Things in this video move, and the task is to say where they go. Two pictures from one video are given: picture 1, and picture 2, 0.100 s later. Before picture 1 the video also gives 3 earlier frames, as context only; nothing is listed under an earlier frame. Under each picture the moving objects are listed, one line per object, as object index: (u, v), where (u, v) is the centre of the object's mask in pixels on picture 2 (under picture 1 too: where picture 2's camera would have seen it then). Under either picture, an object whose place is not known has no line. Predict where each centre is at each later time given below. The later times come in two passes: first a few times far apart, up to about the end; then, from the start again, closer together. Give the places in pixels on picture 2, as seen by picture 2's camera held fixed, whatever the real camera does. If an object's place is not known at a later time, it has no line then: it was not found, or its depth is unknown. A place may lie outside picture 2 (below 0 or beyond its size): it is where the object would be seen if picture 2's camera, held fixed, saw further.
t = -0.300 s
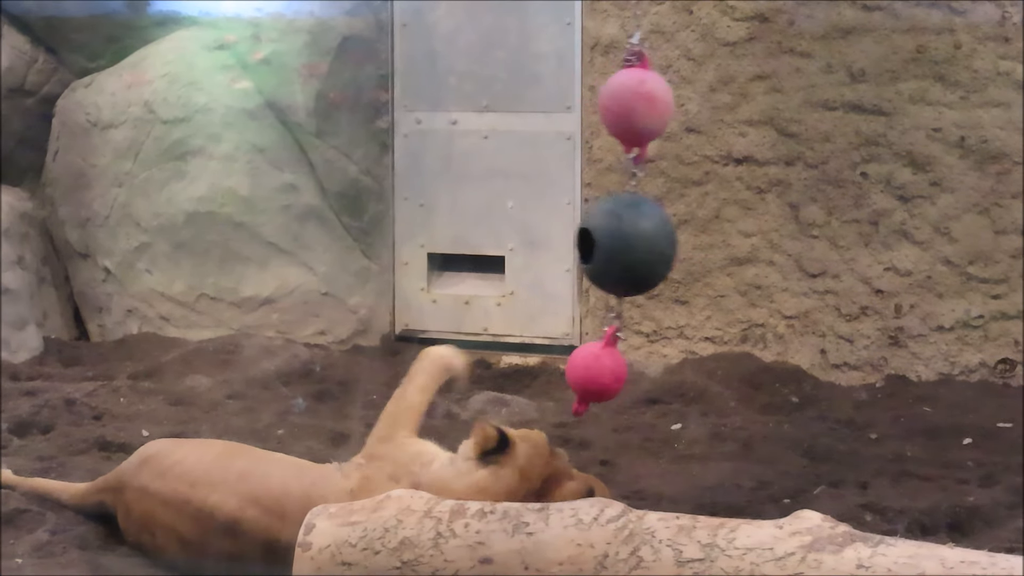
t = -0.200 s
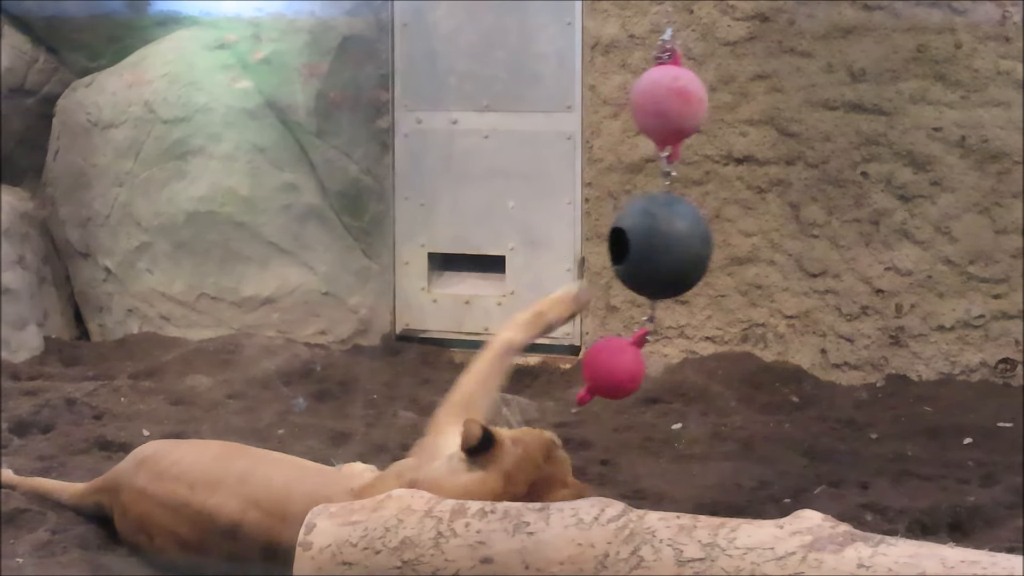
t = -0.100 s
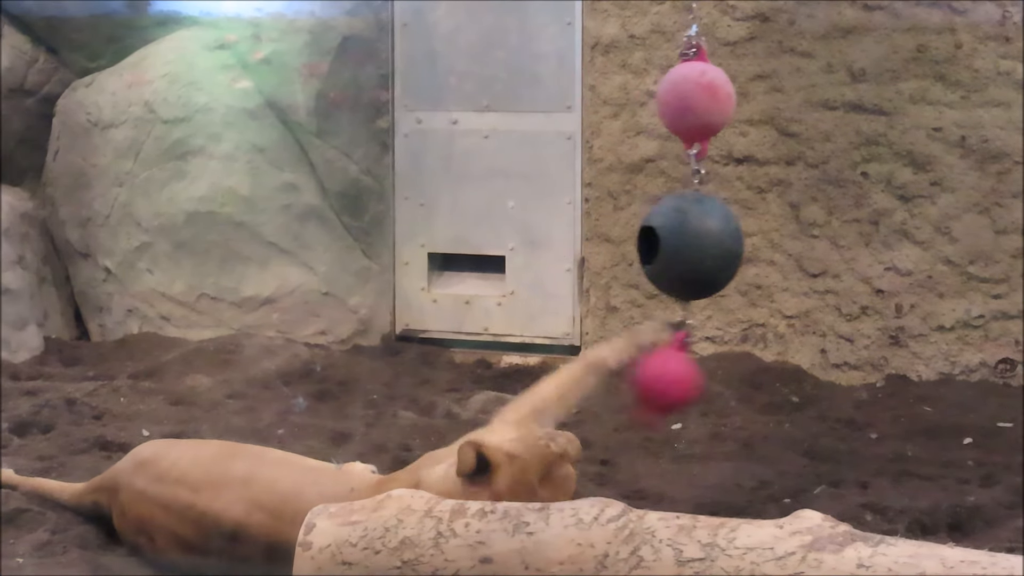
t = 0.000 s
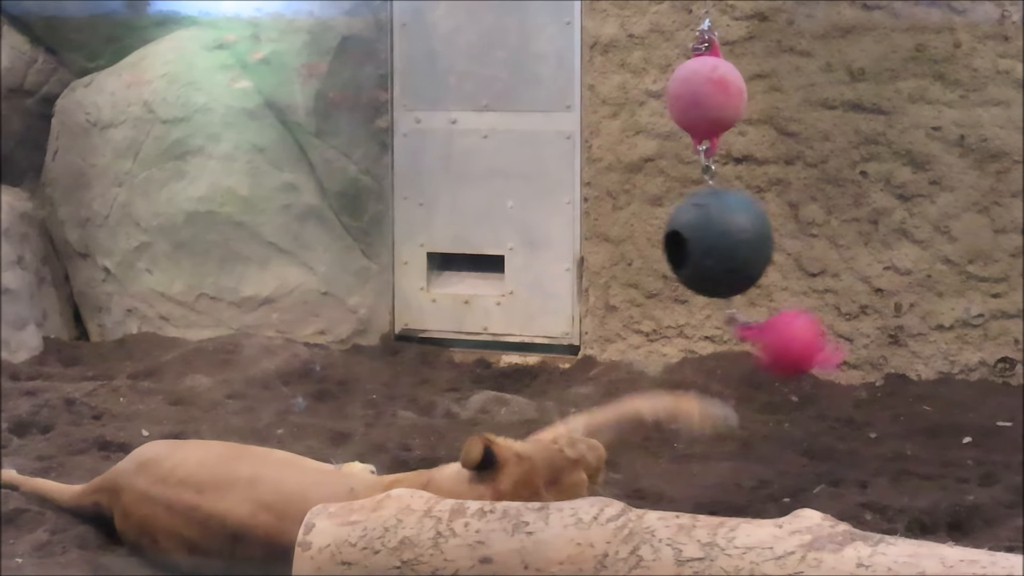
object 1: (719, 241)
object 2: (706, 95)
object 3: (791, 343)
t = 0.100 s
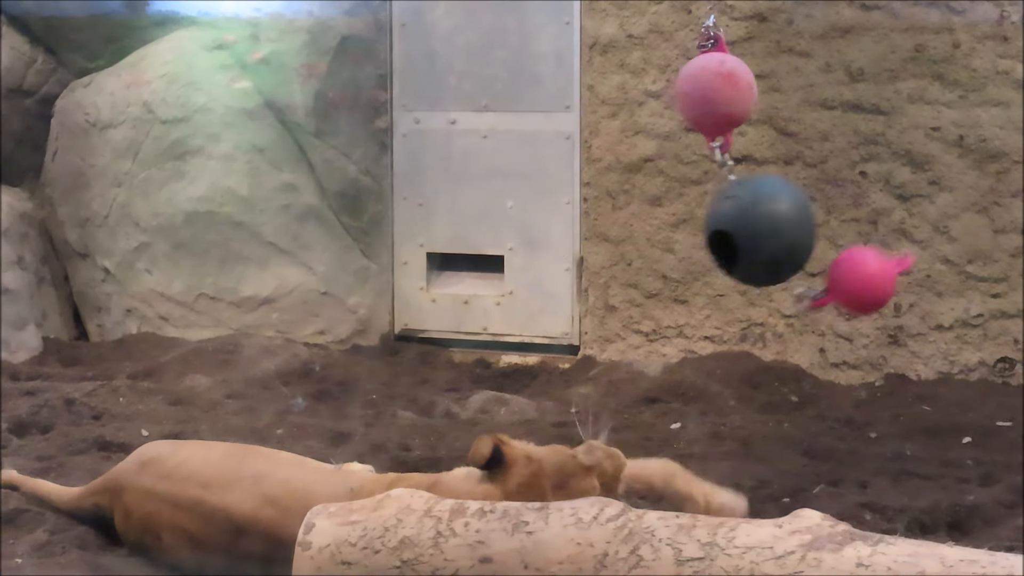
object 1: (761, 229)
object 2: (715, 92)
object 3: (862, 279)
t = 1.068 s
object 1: (782, 233)
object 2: (736, 98)
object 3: (829, 358)
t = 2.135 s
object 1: (464, 185)
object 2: (474, 65)
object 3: (506, 277)
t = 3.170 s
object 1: (720, 240)
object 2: (692, 97)
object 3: (765, 363)
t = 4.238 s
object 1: (773, 235)
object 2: (742, 96)
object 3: (838, 340)
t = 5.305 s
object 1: (479, 190)
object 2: (480, 72)
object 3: (507, 293)
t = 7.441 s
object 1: (768, 238)
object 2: (755, 97)
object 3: (777, 375)
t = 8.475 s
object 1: (487, 198)
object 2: (518, 80)
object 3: (445, 305)
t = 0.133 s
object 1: (776, 225)
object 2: (722, 90)
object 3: (880, 266)
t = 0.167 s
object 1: (790, 221)
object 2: (730, 87)
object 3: (895, 259)
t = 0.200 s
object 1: (804, 218)
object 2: (739, 85)
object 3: (909, 256)
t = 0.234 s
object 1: (817, 216)
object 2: (750, 82)
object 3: (921, 259)
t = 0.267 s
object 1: (828, 215)
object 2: (761, 79)
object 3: (932, 267)
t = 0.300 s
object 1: (838, 214)
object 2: (775, 75)
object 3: (941, 279)
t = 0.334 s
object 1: (846, 213)
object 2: (788, 71)
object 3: (946, 297)
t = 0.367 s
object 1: (853, 213)
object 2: (800, 68)
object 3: (947, 318)
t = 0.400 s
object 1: (860, 213)
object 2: (812, 66)
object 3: (939, 339)
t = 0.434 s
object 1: (867, 214)
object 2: (823, 66)
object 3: (920, 358)
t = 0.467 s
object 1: (874, 215)
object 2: (833, 66)
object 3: (896, 364)
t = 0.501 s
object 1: (879, 217)
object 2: (842, 66)
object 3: (874, 360)
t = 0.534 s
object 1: (881, 217)
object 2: (851, 65)
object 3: (853, 353)
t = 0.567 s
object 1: (880, 217)
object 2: (860, 64)
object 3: (836, 346)
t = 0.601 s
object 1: (877, 216)
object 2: (867, 63)
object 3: (822, 339)
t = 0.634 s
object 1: (873, 214)
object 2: (873, 62)
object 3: (810, 335)
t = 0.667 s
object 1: (867, 213)
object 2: (878, 60)
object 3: (801, 334)
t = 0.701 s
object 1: (861, 211)
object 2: (880, 61)
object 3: (793, 335)
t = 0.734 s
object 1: (855, 211)
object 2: (881, 62)
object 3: (788, 338)
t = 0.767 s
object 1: (849, 211)
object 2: (880, 64)
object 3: (786, 342)
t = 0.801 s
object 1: (843, 213)
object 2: (876, 67)
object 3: (787, 347)
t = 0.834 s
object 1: (838, 217)
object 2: (868, 71)
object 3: (789, 352)
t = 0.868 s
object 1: (831, 220)
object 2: (857, 74)
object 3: (792, 358)
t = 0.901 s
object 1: (825, 225)
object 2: (843, 79)
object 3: (797, 365)
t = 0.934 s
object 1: (820, 230)
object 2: (824, 83)
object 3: (803, 371)
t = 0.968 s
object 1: (813, 234)
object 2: (803, 88)
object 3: (810, 375)
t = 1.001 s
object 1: (804, 236)
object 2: (781, 91)
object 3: (817, 373)
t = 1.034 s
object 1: (794, 234)
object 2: (758, 95)
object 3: (824, 367)
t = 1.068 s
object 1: (782, 233)
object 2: (736, 98)
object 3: (829, 358)
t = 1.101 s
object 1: (768, 230)
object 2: (719, 100)
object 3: (833, 348)
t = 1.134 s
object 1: (756, 228)
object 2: (702, 101)
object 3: (833, 338)
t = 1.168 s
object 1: (742, 227)
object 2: (688, 101)
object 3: (828, 326)
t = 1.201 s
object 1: (728, 228)
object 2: (676, 101)
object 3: (820, 315)
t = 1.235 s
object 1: (714, 228)
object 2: (666, 101)
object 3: (805, 306)
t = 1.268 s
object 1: (700, 229)
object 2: (657, 101)
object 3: (788, 301)
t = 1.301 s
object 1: (685, 231)
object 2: (649, 101)
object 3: (766, 298)
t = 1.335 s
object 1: (672, 231)
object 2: (643, 102)
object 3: (744, 299)
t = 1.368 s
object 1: (657, 232)
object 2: (638, 101)
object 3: (720, 304)
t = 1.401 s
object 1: (642, 231)
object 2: (634, 100)
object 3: (697, 311)
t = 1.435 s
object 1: (628, 230)
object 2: (630, 101)
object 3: (672, 321)
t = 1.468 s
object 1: (615, 228)
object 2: (626, 99)
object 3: (641, 330)
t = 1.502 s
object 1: (604, 225)
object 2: (621, 98)
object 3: (607, 338)
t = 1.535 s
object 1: (594, 222)
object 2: (614, 96)
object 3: (571, 336)
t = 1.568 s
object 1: (586, 218)
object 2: (607, 93)
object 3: (541, 319)
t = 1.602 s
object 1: (577, 214)
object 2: (600, 91)
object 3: (516, 299)
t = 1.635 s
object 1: (567, 211)
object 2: (594, 89)
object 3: (497, 279)
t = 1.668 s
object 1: (557, 207)
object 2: (589, 88)
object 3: (483, 263)
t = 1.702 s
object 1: (548, 203)
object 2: (583, 86)
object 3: (471, 251)
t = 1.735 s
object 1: (539, 199)
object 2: (578, 84)
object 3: (464, 244)
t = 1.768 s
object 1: (530, 196)
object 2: (572, 83)
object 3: (456, 240)
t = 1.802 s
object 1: (522, 194)
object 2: (565, 81)
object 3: (449, 238)
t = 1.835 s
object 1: (515, 192)
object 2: (557, 79)
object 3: (444, 240)
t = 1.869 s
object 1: (508, 191)
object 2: (548, 78)
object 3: (440, 245)
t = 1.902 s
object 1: (502, 191)
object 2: (538, 76)
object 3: (437, 254)
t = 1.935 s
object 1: (497, 191)
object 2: (527, 74)
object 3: (436, 265)
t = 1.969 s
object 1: (492, 190)
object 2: (515, 72)
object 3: (439, 277)
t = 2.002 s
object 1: (487, 189)
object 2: (504, 70)
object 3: (447, 289)
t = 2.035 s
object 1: (481, 188)
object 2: (494, 68)
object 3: (462, 293)
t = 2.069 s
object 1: (474, 187)
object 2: (486, 66)
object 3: (479, 292)
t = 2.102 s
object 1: (468, 186)
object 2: (479, 66)
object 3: (494, 286)
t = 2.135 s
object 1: (464, 185)
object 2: (474, 65)
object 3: (506, 277)
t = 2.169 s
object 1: (462, 184)
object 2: (470, 66)
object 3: (514, 268)
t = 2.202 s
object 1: (461, 184)
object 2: (468, 66)
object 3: (520, 261)
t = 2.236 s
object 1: (462, 186)
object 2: (466, 68)
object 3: (523, 258)
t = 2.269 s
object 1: (464, 187)
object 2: (465, 69)
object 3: (525, 257)
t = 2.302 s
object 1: (467, 189)
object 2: (466, 70)
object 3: (525, 259)
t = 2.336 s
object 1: (471, 192)
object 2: (468, 71)
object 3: (524, 264)
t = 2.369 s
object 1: (474, 194)
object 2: (473, 73)
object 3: (523, 272)
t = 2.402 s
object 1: (478, 198)
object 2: (479, 76)
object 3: (520, 284)
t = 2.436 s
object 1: (482, 202)
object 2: (486, 78)
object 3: (517, 297)
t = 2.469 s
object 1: (487, 205)
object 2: (494, 81)
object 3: (511, 310)
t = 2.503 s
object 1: (493, 210)
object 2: (504, 84)
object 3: (503, 321)
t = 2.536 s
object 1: (501, 213)
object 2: (514, 86)
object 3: (493, 328)
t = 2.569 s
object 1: (509, 216)
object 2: (524, 89)
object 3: (484, 328)
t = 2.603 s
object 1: (518, 220)
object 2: (536, 92)
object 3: (478, 326)
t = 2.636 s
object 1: (528, 223)
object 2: (549, 94)
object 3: (474, 324)
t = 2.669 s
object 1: (538, 225)
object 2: (563, 96)
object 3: (476, 321)
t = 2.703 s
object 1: (547, 227)
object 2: (575, 99)
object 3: (480, 320)
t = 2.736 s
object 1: (557, 228)
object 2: (588, 100)
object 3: (486, 321)
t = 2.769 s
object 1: (566, 230)
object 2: (600, 102)
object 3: (496, 325)
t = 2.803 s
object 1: (577, 232)
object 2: (612, 102)
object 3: (508, 330)
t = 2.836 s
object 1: (588, 234)
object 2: (623, 103)
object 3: (523, 338)
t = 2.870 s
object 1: (600, 236)
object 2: (632, 102)
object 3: (542, 347)
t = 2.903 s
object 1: (612, 239)
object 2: (641, 103)
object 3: (563, 358)
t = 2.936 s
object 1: (626, 240)
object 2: (648, 104)
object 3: (589, 365)
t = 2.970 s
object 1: (640, 243)
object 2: (653, 104)
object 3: (613, 365)
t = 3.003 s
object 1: (655, 245)
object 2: (659, 103)
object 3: (635, 370)
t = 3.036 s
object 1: (670, 245)
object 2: (664, 103)
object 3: (658, 375)
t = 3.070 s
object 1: (684, 244)
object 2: (668, 102)
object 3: (684, 374)
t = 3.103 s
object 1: (696, 243)
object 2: (674, 101)
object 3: (711, 372)
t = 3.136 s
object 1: (708, 242)
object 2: (682, 99)
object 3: (739, 367)
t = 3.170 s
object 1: (720, 240)
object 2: (692, 97)
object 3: (765, 363)
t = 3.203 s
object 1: (731, 238)
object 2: (701, 94)
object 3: (788, 358)
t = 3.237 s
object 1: (743, 236)
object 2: (711, 92)
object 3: (810, 353)
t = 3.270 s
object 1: (755, 234)
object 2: (721, 89)
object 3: (827, 346)
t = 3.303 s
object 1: (767, 232)
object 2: (731, 87)
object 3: (843, 343)
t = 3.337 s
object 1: (779, 232)
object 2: (740, 86)
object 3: (855, 341)
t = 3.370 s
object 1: (789, 232)
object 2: (750, 85)
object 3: (865, 343)
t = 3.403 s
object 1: (798, 232)
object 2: (760, 85)
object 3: (874, 346)
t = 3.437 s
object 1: (806, 230)
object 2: (769, 83)
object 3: (881, 352)
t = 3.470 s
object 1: (814, 230)
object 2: (779, 83)
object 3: (884, 359)
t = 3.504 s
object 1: (823, 228)
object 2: (789, 81)
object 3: (882, 364)
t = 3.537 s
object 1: (830, 226)
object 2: (799, 80)
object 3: (875, 368)
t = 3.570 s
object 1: (837, 224)
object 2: (808, 78)
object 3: (867, 368)
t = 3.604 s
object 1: (845, 223)
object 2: (818, 77)
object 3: (857, 367)
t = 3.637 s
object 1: (850, 222)
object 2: (828, 74)
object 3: (848, 364)
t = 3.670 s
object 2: (837, 72)
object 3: (839, 360)
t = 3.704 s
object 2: (844, 71)
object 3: (833, 356)
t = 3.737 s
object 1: (859, 218)
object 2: (850, 70)
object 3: (828, 353)
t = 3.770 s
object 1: (860, 219)
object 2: (853, 71)
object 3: (825, 351)
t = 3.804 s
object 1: (860, 219)
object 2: (853, 71)
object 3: (824, 352)
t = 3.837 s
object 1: (859, 220)
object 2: (852, 72)
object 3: (824, 353)
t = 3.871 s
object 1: (857, 222)
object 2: (848, 74)
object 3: (825, 357)
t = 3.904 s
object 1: (852, 224)
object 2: (842, 76)
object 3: (828, 362)
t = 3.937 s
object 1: (848, 227)
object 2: (834, 79)
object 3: (832, 367)
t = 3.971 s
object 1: (844, 228)
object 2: (826, 81)
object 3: (838, 370)
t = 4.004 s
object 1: (837, 229)
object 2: (815, 83)
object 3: (846, 373)
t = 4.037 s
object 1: (830, 231)
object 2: (803, 85)
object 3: (852, 371)
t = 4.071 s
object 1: (821, 232)
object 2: (793, 87)
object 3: (857, 367)
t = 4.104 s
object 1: (812, 233)
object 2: (781, 89)
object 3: (859, 361)
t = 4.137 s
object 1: (802, 233)
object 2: (771, 91)
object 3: (858, 355)
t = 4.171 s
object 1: (792, 234)
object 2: (762, 93)
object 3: (854, 349)
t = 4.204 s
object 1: (782, 234)
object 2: (752, 94)
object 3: (848, 344)
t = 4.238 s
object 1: (773, 235)
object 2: (742, 96)
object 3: (838, 340)
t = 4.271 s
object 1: (762, 235)
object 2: (732, 97)
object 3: (826, 338)
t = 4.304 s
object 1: (752, 235)
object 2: (721, 99)
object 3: (811, 339)
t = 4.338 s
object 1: (743, 235)
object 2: (711, 100)
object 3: (795, 341)
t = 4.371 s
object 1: (731, 237)
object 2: (701, 101)
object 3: (777, 346)
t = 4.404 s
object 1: (719, 237)
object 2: (692, 102)
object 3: (757, 350)
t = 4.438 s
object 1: (706, 237)
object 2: (683, 102)
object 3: (736, 355)
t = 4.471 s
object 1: (694, 238)
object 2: (676, 103)
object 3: (713, 359)
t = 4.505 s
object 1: (682, 237)
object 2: (669, 103)
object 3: (690, 362)
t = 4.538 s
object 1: (670, 236)
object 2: (663, 103)
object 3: (667, 362)
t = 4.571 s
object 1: (656, 234)
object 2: (657, 102)
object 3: (644, 360)
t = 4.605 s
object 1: (642, 231)
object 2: (652, 101)
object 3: (622, 354)
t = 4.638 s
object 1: (630, 229)
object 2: (646, 100)
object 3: (603, 348)
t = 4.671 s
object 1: (617, 226)
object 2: (639, 99)
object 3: (584, 342)
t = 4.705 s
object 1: (605, 223)
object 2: (632, 97)
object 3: (568, 337)
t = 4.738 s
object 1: (594, 220)
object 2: (623, 96)
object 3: (553, 332)
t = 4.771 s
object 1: (584, 218)
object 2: (614, 94)
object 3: (540, 328)
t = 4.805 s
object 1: (574, 216)
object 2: (604, 93)
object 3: (528, 325)
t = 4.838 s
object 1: (565, 215)
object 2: (592, 91)
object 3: (519, 322)
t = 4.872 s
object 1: (556, 213)
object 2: (580, 90)
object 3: (513, 320)
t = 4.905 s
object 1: (547, 212)
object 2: (569, 88)
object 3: (509, 318)
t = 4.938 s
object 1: (539, 210)
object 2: (557, 87)
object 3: (508, 315)
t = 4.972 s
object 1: (531, 208)
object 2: (545, 85)
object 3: (508, 312)
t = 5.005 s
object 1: (524, 206)
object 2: (534, 83)
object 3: (510, 310)
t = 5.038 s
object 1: (517, 203)
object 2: (524, 81)
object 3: (513, 307)
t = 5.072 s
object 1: (510, 201)
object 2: (514, 80)
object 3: (516, 305)
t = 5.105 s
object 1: (504, 198)
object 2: (506, 78)
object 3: (518, 301)
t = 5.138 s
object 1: (498, 195)
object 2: (499, 77)
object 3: (519, 298)
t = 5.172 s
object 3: (519, 295)
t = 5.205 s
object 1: (488, 192)
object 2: (488, 74)
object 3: (518, 292)
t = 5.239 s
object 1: (485, 191)
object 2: (484, 73)
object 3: (516, 291)
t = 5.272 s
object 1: (482, 190)
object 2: (481, 73)
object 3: (512, 292)
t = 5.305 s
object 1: (479, 190)
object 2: (480, 72)
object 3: (507, 293)
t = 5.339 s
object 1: (477, 191)
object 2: (480, 73)
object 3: (501, 297)
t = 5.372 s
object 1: (475, 192)
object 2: (482, 73)
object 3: (494, 300)
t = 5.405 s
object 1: (475, 194)
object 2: (484, 74)
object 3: (486, 304)
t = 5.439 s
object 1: (476, 196)
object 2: (489, 74)
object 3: (476, 307)
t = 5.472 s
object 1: (478, 199)
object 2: (495, 76)
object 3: (466, 310)
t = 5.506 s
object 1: (480, 201)
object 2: (501, 78)
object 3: (457, 310)
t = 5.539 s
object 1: (484, 202)
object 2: (509, 80)
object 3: (449, 310)
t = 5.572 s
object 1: (488, 204)
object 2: (516, 81)
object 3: (444, 308)
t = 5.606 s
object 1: (492, 205)
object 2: (523, 83)
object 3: (440, 307)
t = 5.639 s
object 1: (497, 208)
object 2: (529, 85)
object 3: (439, 307)
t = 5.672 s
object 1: (502, 210)
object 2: (535, 87)
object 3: (441, 307)
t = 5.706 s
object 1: (508, 212)
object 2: (541, 89)
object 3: (445, 309)
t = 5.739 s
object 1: (515, 215)
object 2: (545, 91)
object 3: (452, 313)
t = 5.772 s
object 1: (522, 218)
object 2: (550, 92)
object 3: (462, 318)
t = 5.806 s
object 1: (529, 220)
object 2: (555, 93)
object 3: (474, 325)
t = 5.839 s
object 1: (537, 224)
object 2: (559, 95)
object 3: (489, 334)
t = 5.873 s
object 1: (545, 227)
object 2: (562, 96)
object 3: (506, 344)
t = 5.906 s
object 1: (553, 229)
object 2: (568, 97)
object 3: (528, 352)
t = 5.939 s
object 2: (573, 98)
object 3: (550, 358)
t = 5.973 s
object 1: (571, 234)
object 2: (578, 100)
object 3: (574, 360)
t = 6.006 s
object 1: (582, 237)
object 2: (586, 101)
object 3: (598, 360)
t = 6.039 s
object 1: (593, 238)
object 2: (592, 102)
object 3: (621, 359)
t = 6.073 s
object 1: (605, 240)
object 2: (599, 102)
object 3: (641, 355)
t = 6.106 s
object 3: (661, 353)
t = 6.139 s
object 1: (630, 241)
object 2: (615, 102)
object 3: (678, 352)
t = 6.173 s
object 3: (693, 352)
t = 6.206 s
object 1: (656, 241)
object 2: (634, 102)
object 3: (707, 353)
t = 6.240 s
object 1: (670, 242)
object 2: (645, 102)
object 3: (720, 358)
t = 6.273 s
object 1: (683, 242)
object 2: (656, 102)
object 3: (731, 363)
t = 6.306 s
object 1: (696, 242)
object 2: (668, 100)
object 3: (738, 366)
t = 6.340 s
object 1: (708, 242)
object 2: (681, 100)
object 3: (745, 372)
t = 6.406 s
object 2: (710, 96)
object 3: (755, 380)
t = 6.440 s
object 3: (758, 381)
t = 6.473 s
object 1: (754, 241)
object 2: (743, 94)
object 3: (761, 380)
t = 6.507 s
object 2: (758, 91)
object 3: (764, 378)
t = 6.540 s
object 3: (767, 375)
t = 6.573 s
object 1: (785, 234)
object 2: (784, 87)
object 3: (770, 372)
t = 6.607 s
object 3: (775, 369)
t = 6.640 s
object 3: (780, 367)
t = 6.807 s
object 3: (829, 368)
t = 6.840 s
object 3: (842, 369)
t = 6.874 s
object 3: (858, 370)
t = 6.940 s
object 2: (819, 78)
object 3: (885, 369)
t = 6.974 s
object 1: (850, 225)
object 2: (816, 78)
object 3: (898, 365)
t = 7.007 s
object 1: (850, 224)
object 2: (813, 79)
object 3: (908, 359)
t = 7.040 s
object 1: (848, 225)
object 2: (809, 79)
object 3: (914, 353)
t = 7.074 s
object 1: (846, 225)
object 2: (805, 81)
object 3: (918, 348)
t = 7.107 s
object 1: (842, 226)
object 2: (800, 82)
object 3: (918, 345)
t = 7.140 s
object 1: (838, 226)
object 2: (794, 84)
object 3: (916, 343)
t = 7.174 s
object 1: (833, 227)
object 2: (788, 86)
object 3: (911, 343)
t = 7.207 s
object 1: (826, 228)
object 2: (783, 87)
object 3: (904, 346)
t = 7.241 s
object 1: (820, 230)
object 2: (778, 89)
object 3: (893, 349)
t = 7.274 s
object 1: (812, 231)
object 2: (773, 91)
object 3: (880, 354)
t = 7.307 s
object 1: (804, 233)
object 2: (769, 92)
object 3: (863, 359)
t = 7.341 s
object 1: (796, 235)
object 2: (765, 94)
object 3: (844, 365)
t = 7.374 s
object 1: (786, 236)
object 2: (761, 94)
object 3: (822, 369)
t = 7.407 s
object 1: (778, 237)
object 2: (758, 95)
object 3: (800, 374)
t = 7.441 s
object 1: (768, 238)
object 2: (755, 97)
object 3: (777, 375)
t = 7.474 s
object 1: (757, 238)
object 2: (751, 97)
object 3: (754, 375)
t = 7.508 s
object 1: (746, 239)
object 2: (746, 98)
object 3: (732, 374)
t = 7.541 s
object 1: (734, 238)
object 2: (739, 99)
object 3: (710, 371)
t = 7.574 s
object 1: (723, 238)
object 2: (732, 100)
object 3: (691, 368)
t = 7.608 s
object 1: (711, 238)
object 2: (723, 101)
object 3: (675, 363)
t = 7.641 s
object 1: (699, 238)
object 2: (712, 102)
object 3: (660, 360)
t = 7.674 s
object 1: (688, 238)
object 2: (701, 102)
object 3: (648, 357)
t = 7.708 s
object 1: (675, 237)
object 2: (689, 102)
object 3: (636, 356)
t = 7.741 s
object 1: (663, 236)
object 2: (676, 102)
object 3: (628, 354)
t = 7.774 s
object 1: (651, 235)
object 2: (661, 102)
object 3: (621, 355)
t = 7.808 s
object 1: (638, 234)
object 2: (648, 102)
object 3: (615, 355)
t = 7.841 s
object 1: (628, 232)
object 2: (634, 101)
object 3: (611, 355)
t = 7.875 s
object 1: (615, 230)
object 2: (620, 100)
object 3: (608, 353)
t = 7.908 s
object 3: (606, 349)
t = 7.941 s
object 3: (604, 343)
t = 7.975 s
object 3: (600, 337)
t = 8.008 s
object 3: (597, 330)
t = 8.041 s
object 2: (561, 93)
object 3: (592, 324)
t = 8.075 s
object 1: (554, 217)
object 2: (550, 91)
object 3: (585, 319)
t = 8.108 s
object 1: (547, 214)
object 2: (542, 90)
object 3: (578, 315)
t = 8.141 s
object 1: (538, 212)
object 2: (533, 87)
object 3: (569, 312)
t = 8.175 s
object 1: (530, 210)
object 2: (526, 86)
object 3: (559, 311)
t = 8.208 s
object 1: (524, 207)
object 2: (521, 84)
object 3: (548, 311)
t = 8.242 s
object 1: (517, 206)
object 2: (516, 82)
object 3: (535, 312)
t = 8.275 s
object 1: (511, 204)
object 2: (513, 81)
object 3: (522, 313)
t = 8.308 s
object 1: (505, 203)
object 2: (512, 81)
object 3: (508, 314)
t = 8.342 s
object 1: (500, 202)
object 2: (512, 80)
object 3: (494, 313)
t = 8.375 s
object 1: (496, 201)
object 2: (513, 80)
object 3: (481, 315)
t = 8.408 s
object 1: (492, 200)
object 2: (514, 79)
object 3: (467, 312)
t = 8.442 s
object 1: (489, 199)
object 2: (516, 79)
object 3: (456, 308)
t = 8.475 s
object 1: (487, 198)
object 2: (518, 80)
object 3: (445, 305)
